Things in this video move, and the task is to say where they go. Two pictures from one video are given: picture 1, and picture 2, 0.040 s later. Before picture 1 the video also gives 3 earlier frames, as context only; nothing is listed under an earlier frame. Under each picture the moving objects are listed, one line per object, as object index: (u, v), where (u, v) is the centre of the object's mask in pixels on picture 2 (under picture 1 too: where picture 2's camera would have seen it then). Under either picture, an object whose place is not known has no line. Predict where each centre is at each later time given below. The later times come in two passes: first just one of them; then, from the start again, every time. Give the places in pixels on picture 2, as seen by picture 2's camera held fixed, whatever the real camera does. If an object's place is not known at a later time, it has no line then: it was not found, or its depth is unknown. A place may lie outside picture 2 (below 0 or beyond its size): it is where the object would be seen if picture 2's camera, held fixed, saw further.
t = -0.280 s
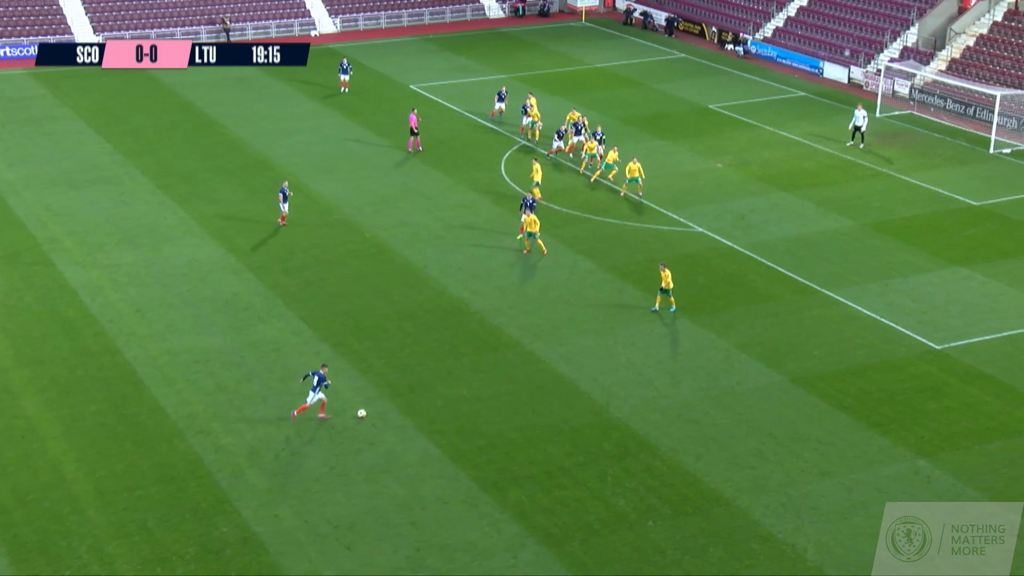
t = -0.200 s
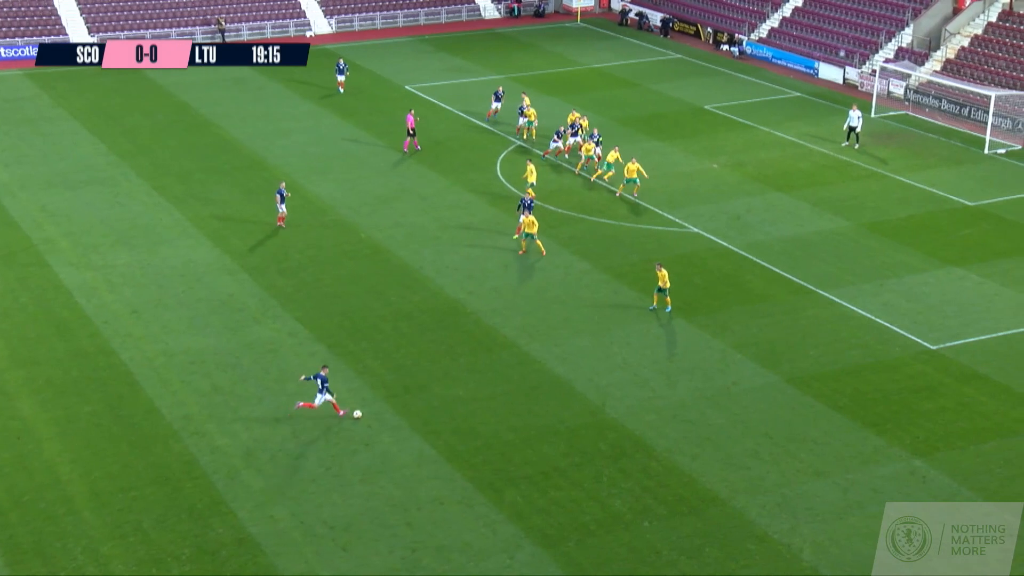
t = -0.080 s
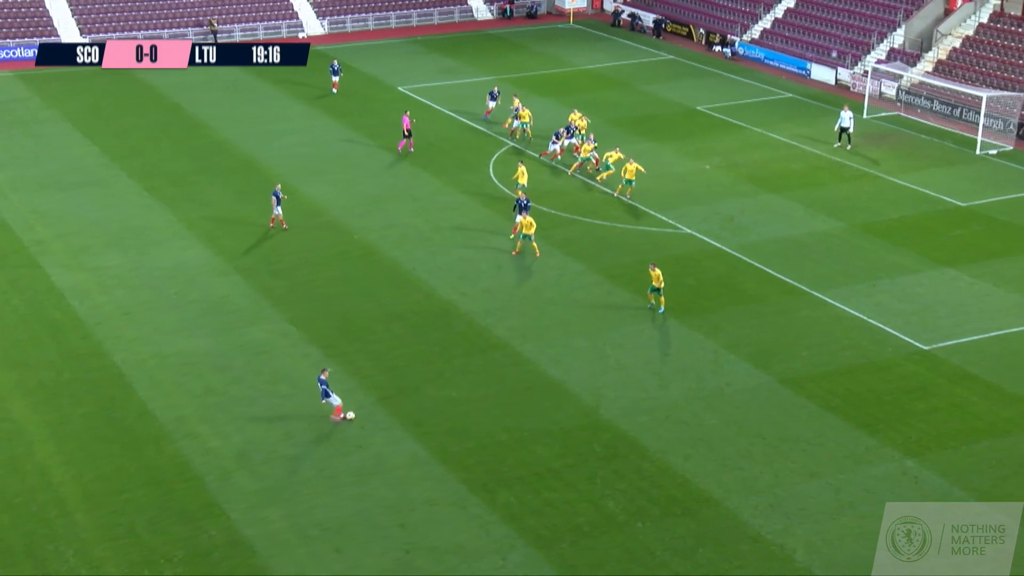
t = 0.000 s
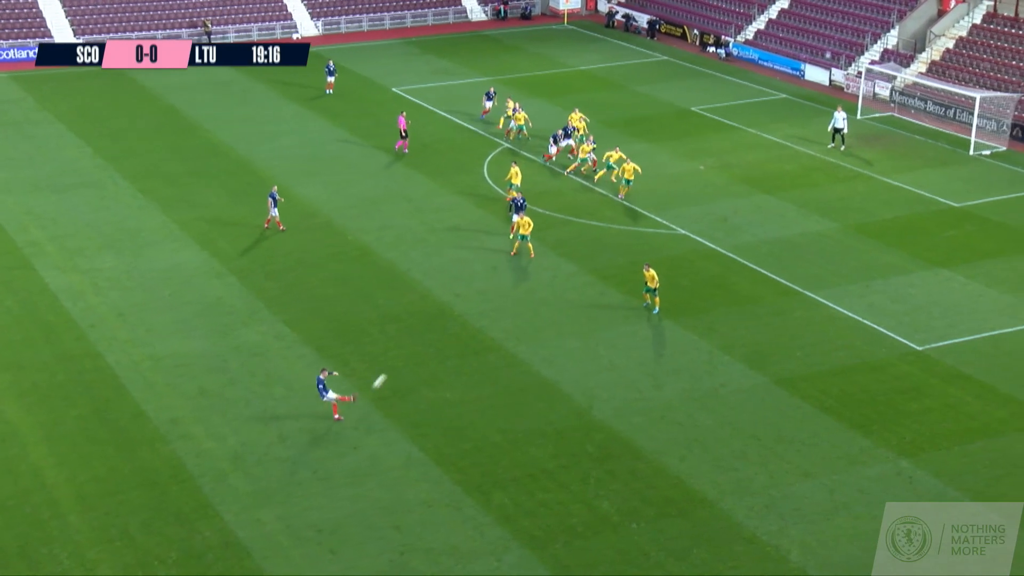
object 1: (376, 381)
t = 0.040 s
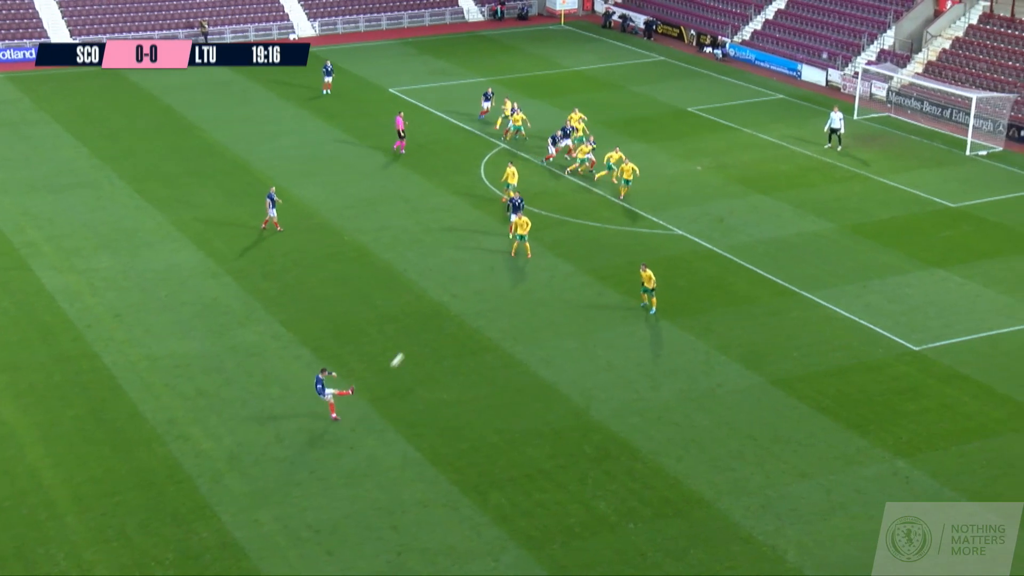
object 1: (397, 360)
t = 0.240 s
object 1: (485, 267)
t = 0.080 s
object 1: (417, 339)
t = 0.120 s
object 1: (435, 320)
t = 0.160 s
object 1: (453, 301)
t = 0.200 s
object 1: (469, 283)
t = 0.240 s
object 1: (485, 267)
